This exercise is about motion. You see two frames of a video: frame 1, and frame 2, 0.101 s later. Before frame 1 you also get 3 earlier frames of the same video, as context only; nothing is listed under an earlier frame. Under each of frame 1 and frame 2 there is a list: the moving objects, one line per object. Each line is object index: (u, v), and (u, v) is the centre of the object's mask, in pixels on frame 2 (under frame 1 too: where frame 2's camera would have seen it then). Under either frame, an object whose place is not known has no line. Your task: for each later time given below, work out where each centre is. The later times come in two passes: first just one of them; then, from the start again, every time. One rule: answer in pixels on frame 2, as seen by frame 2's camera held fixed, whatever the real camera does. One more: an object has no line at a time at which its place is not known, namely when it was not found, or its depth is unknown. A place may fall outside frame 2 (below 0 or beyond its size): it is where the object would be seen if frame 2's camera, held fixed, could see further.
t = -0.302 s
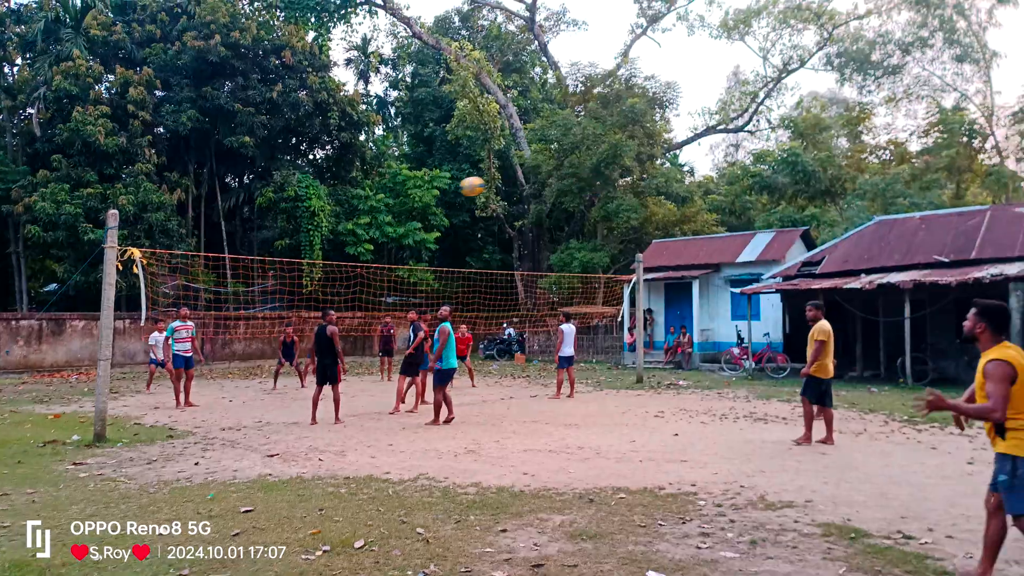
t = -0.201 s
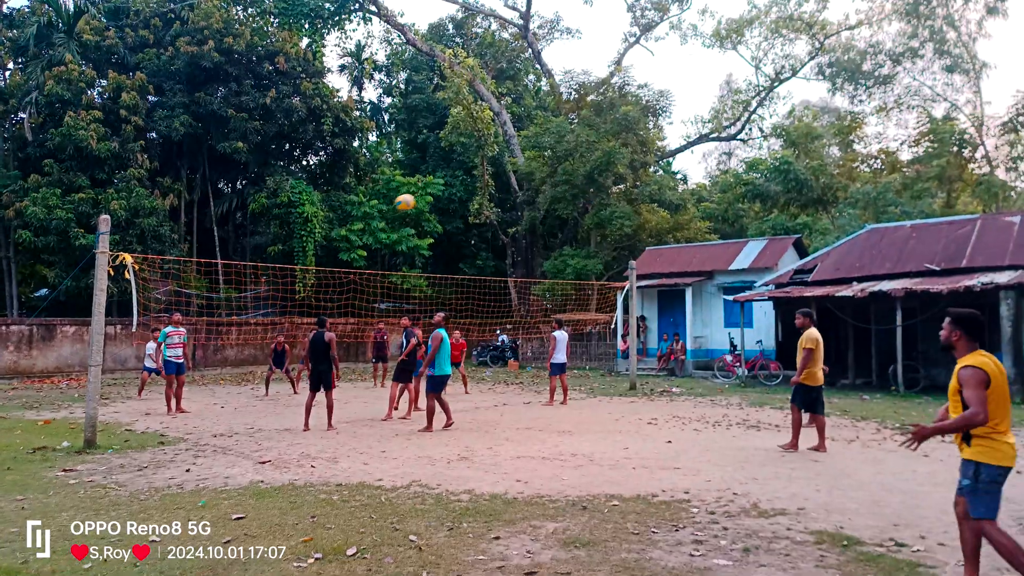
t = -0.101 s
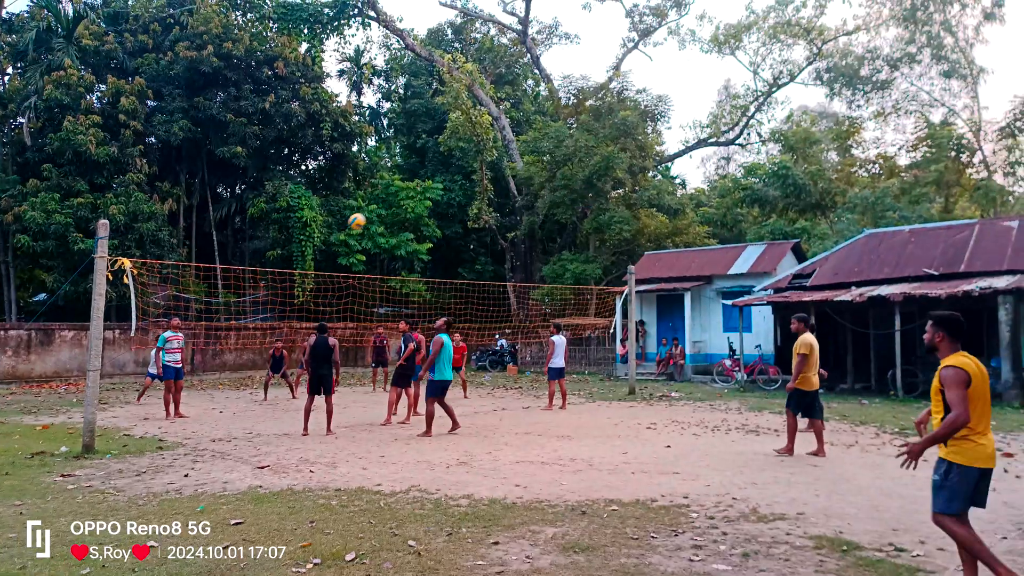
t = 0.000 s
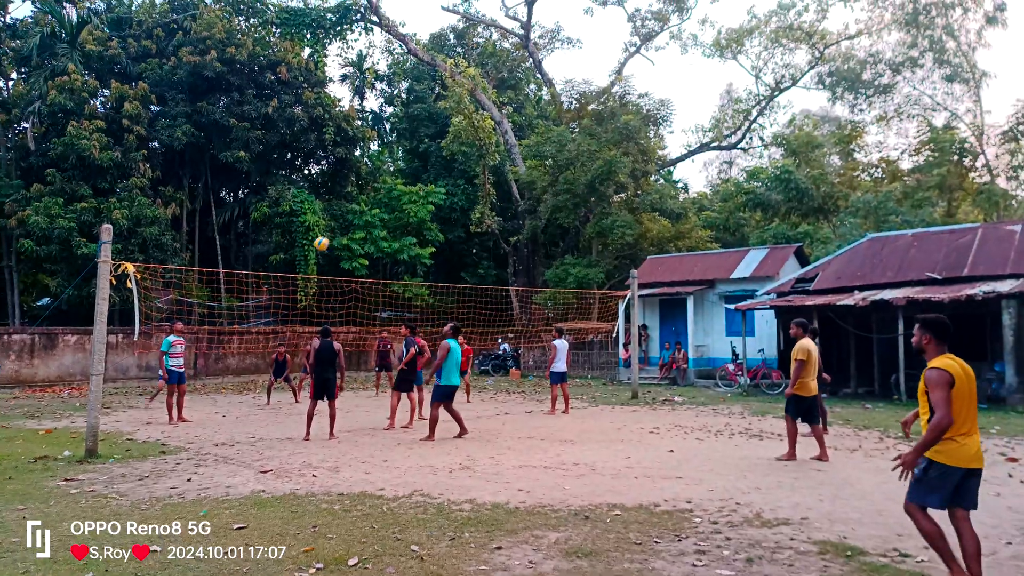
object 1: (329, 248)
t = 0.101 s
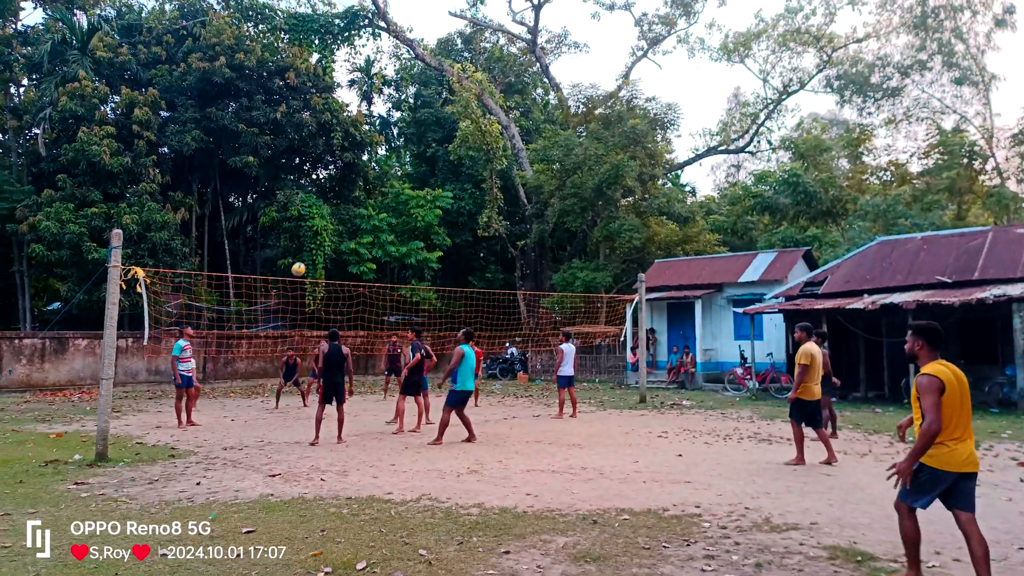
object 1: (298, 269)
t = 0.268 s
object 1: (259, 308)
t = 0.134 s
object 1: (289, 277)
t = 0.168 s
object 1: (281, 285)
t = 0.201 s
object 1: (274, 292)
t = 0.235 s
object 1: (266, 300)
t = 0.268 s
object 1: (259, 308)
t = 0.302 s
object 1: (253, 317)
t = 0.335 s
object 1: (246, 325)
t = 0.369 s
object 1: (240, 334)
